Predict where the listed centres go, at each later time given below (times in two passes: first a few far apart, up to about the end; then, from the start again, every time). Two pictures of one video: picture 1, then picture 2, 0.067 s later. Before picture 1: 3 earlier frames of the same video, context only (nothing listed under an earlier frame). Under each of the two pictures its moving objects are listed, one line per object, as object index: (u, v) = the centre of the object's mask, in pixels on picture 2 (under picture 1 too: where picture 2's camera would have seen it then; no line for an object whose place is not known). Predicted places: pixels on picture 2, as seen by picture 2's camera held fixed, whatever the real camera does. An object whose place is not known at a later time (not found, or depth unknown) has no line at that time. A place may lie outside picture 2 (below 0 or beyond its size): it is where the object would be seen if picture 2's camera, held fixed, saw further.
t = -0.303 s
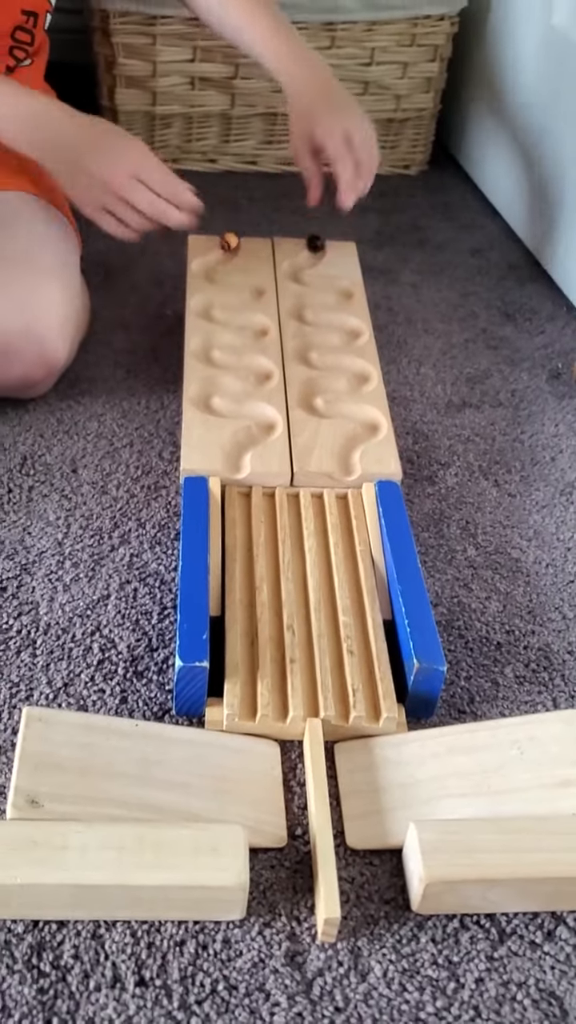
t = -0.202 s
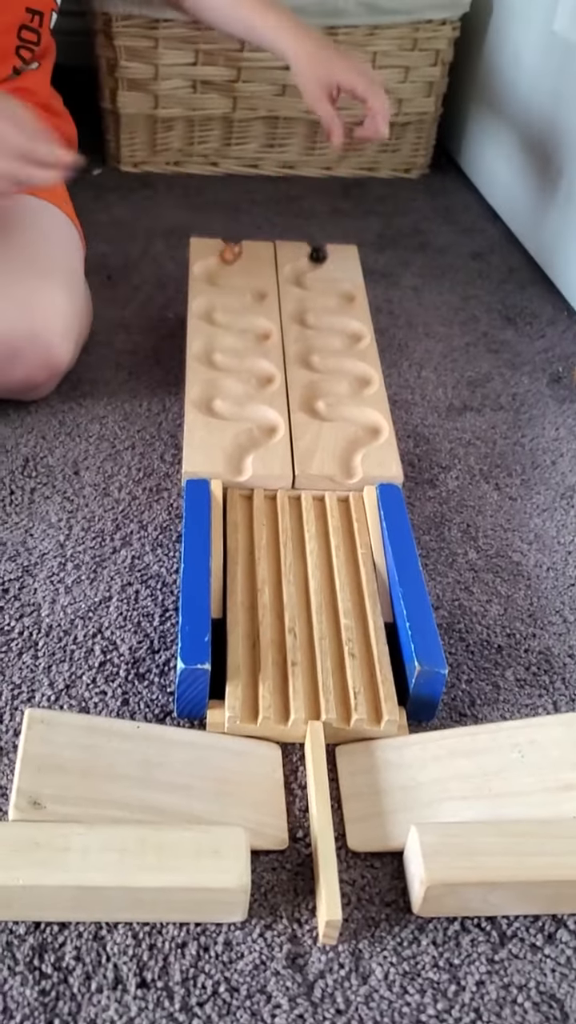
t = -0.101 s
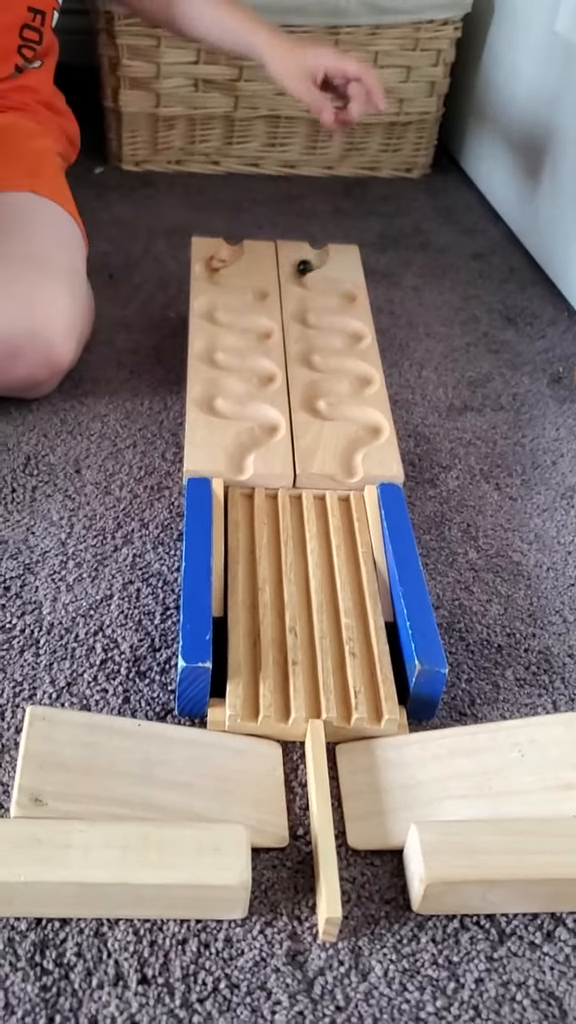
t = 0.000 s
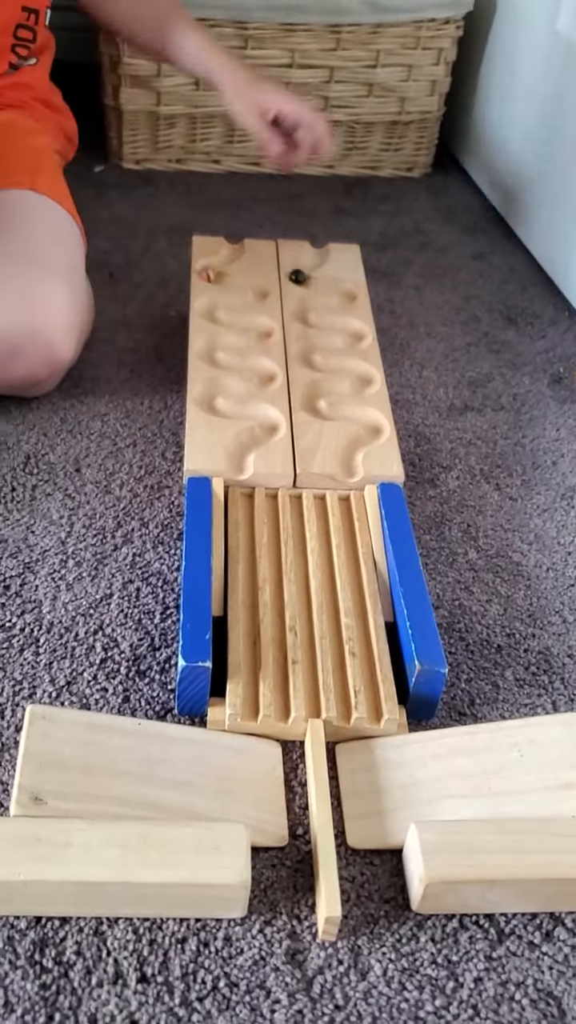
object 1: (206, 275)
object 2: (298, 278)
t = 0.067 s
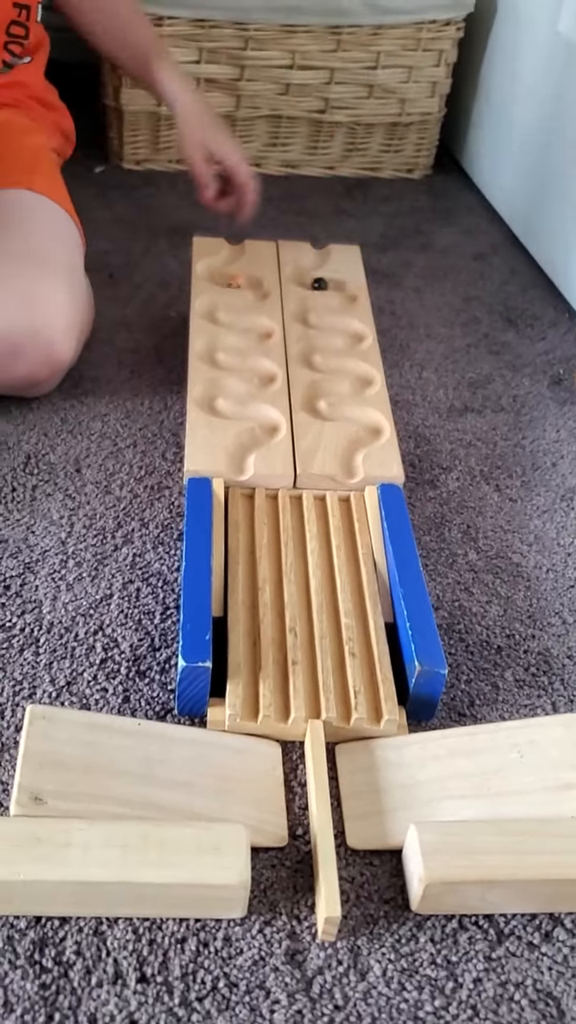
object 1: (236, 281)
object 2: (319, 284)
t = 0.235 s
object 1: (263, 297)
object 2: (355, 294)
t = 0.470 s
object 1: (207, 305)
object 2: (310, 304)
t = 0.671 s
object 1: (244, 321)
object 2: (317, 322)
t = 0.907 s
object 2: (361, 340)
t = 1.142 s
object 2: (307, 347)
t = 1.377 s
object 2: (342, 364)
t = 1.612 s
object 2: (350, 390)
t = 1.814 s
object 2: (306, 399)
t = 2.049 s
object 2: (365, 418)
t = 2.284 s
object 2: (351, 447)
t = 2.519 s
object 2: (358, 502)
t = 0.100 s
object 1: (252, 284)
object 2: (326, 283)
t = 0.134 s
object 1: (258, 285)
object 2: (334, 284)
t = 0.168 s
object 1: (262, 288)
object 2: (342, 287)
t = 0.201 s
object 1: (265, 294)
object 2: (351, 292)
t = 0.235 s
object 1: (263, 297)
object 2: (355, 294)
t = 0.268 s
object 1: (259, 298)
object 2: (354, 299)
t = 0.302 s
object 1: (256, 299)
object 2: (350, 302)
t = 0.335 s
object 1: (239, 301)
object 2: (344, 304)
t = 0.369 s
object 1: (227, 300)
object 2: (335, 304)
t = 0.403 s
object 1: (217, 300)
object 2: (326, 302)
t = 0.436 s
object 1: (210, 300)
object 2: (318, 301)
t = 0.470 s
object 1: (207, 305)
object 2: (310, 304)
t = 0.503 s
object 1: (207, 310)
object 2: (303, 307)
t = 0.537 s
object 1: (208, 312)
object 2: (297, 308)
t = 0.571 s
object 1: (213, 317)
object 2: (298, 312)
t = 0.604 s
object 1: (223, 319)
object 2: (303, 317)
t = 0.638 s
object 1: (233, 320)
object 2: (309, 321)
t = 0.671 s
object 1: (244, 321)
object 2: (317, 322)
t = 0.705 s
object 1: (256, 321)
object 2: (325, 323)
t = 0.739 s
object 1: (263, 326)
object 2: (333, 321)
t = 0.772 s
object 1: (266, 330)
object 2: (341, 323)
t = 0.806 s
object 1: (268, 335)
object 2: (350, 327)
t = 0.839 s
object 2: (359, 331)
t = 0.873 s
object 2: (363, 334)
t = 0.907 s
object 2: (361, 340)
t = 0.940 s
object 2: (357, 344)
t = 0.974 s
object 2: (349, 345)
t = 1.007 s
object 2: (340, 345)
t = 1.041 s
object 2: (332, 342)
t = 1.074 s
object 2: (323, 342)
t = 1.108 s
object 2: (315, 345)
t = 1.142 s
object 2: (307, 347)
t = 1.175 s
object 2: (302, 350)
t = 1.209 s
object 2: (303, 355)
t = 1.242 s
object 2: (308, 360)
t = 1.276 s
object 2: (314, 364)
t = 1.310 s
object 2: (323, 366)
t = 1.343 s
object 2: (332, 365)
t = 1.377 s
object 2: (342, 364)
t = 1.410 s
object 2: (351, 367)
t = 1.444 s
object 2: (360, 371)
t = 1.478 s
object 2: (368, 377)
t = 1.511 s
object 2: (370, 381)
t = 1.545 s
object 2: (368, 387)
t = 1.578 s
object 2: (360, 390)
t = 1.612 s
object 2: (350, 390)
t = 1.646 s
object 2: (340, 388)
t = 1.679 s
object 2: (331, 387)
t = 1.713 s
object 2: (323, 389)
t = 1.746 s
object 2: (315, 392)
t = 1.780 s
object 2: (307, 395)
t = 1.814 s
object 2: (306, 399)
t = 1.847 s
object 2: (312, 406)
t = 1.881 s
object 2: (317, 410)
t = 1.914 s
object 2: (326, 413)
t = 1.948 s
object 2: (335, 413)
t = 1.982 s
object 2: (346, 412)
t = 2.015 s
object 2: (355, 413)
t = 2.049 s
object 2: (365, 418)
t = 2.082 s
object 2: (376, 423)
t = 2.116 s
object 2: (380, 428)
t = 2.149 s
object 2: (377, 434)
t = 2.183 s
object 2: (372, 438)
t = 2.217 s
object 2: (364, 441)
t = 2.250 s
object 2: (355, 444)
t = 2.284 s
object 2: (351, 447)
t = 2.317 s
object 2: (351, 453)
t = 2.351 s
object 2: (350, 459)
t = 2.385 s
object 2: (348, 465)
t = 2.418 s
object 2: (351, 472)
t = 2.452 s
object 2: (355, 485)
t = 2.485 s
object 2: (358, 494)
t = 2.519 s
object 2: (358, 502)
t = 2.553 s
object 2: (358, 511)
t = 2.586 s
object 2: (357, 520)
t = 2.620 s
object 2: (353, 531)
